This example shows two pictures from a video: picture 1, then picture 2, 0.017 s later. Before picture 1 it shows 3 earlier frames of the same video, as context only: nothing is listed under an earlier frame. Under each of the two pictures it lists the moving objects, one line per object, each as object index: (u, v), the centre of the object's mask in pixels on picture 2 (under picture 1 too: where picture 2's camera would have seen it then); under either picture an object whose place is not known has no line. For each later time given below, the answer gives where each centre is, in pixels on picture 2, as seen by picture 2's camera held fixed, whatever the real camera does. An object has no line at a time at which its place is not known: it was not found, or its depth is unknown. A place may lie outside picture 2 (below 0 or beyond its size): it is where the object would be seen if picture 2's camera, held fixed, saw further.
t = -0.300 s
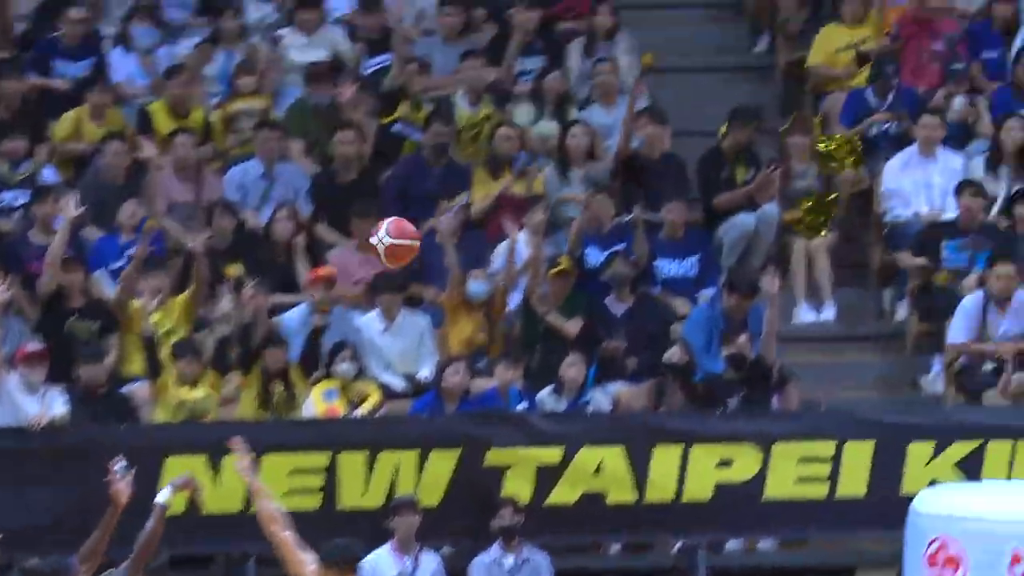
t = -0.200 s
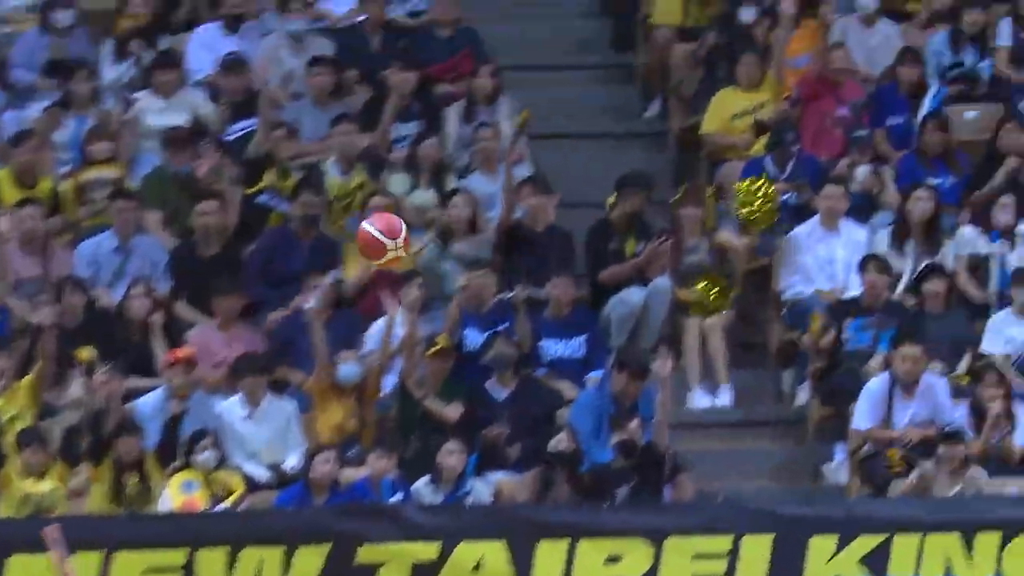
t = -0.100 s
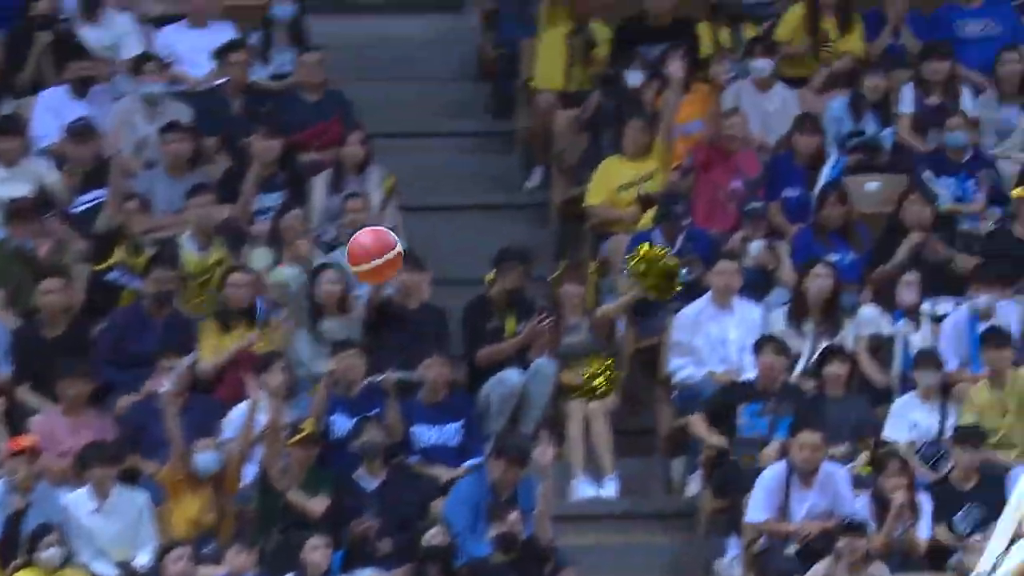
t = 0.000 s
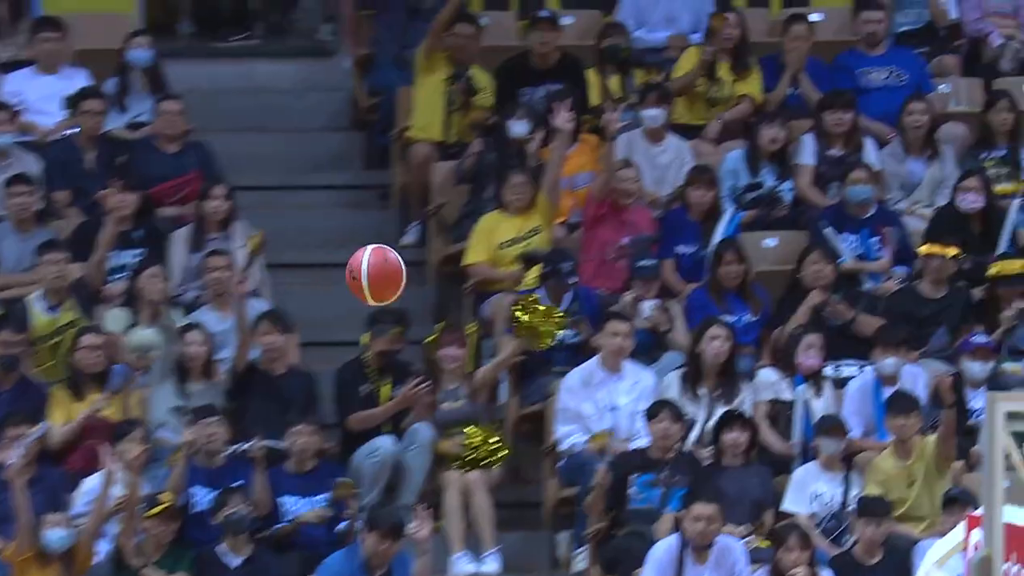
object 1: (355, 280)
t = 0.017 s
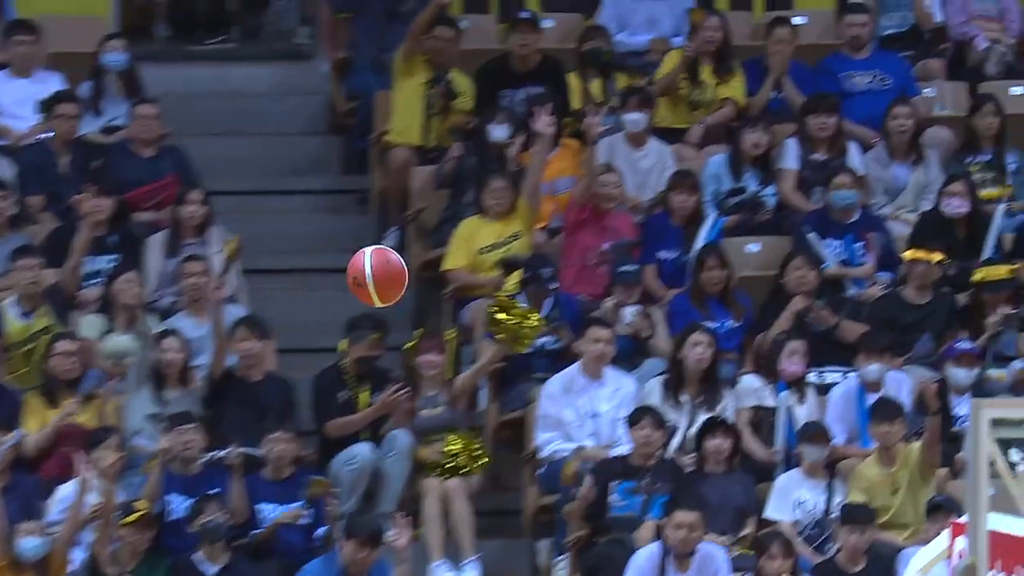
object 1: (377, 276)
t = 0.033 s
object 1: (400, 272)
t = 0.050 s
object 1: (421, 270)
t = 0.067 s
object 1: (444, 268)
